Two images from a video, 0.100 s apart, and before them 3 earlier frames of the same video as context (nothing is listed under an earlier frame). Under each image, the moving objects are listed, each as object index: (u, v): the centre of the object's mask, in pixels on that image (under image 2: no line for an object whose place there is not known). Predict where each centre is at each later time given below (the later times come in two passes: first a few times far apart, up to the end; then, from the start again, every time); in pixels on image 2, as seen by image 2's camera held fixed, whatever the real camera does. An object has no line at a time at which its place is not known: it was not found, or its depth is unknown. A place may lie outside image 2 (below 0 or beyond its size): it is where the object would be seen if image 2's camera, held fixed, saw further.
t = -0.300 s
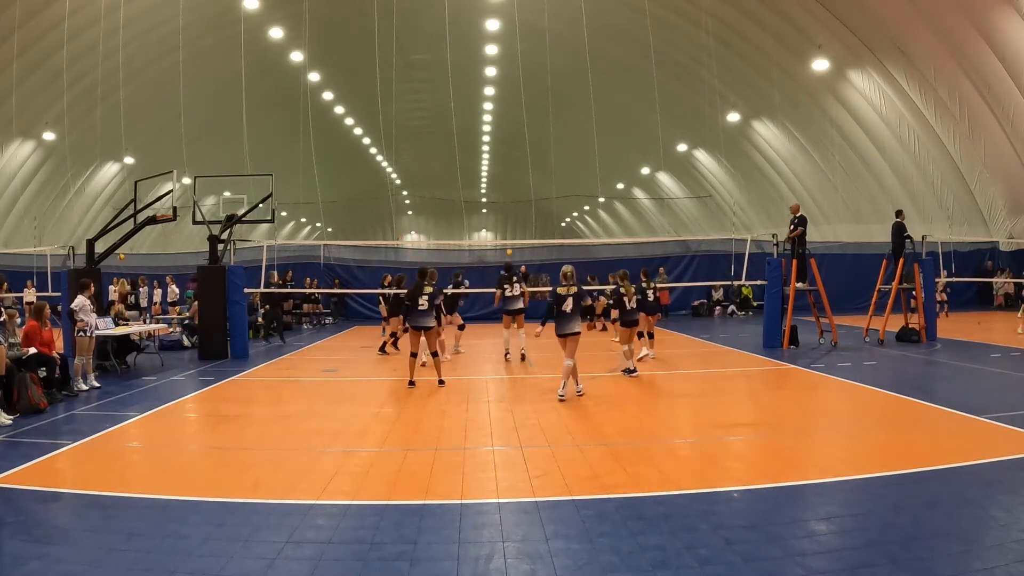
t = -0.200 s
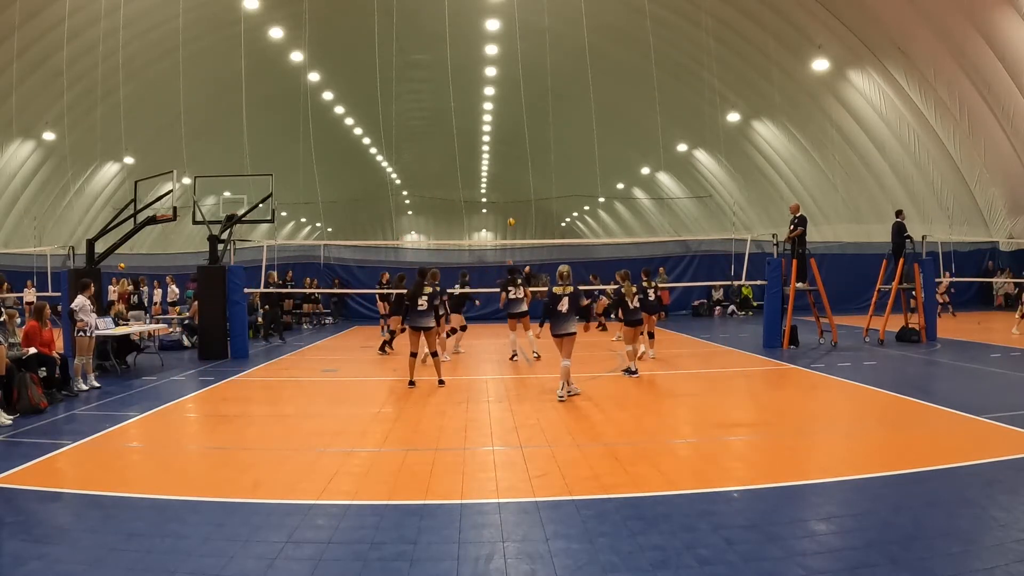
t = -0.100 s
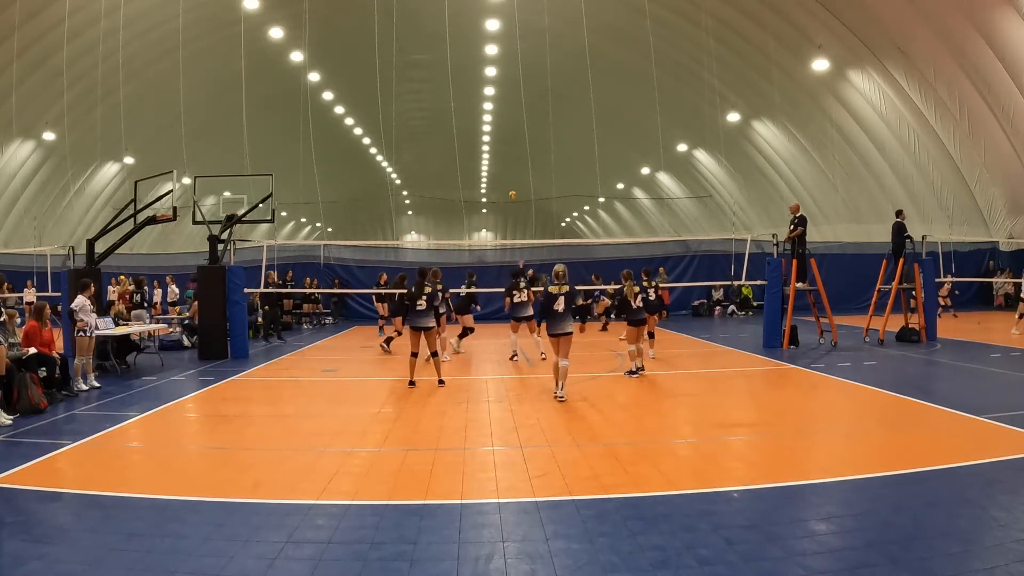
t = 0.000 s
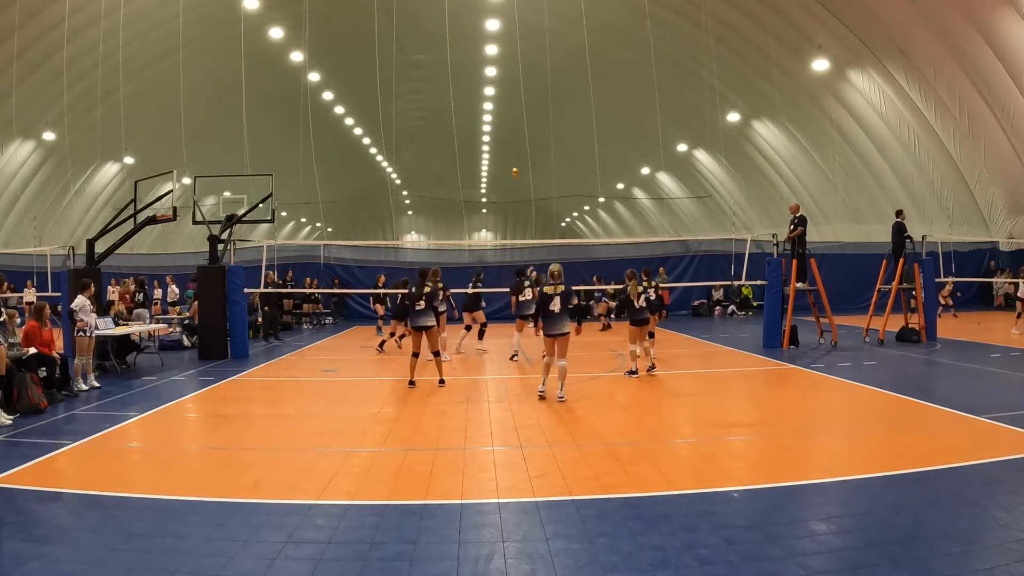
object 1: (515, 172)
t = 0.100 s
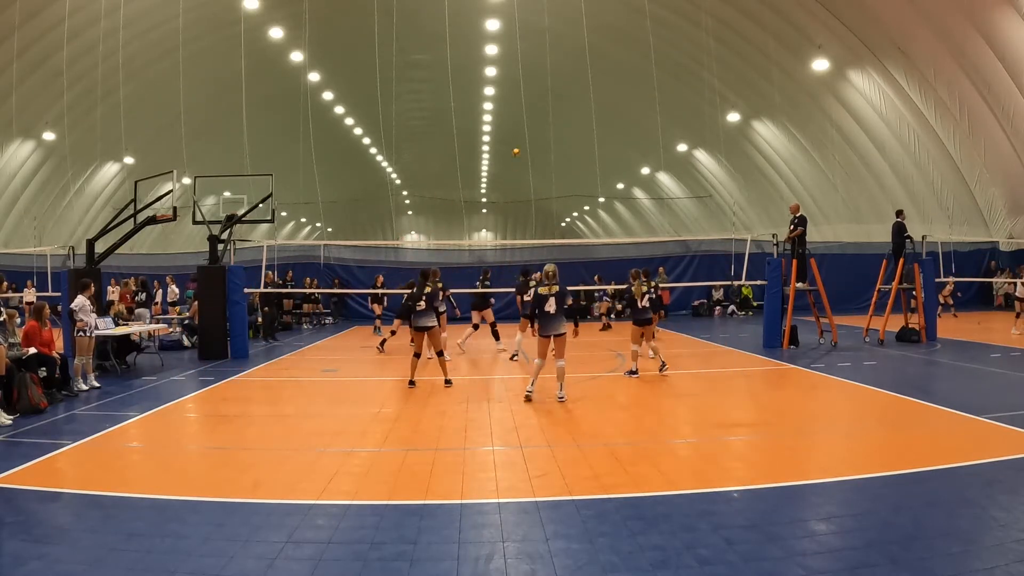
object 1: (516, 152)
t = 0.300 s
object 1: (520, 124)
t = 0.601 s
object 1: (525, 107)
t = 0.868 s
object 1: (531, 116)
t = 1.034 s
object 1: (534, 134)
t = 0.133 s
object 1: (517, 146)
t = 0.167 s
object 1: (517, 141)
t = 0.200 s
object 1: (518, 136)
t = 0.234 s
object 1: (518, 131)
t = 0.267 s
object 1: (519, 128)
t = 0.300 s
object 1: (520, 124)
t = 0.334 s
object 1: (520, 121)
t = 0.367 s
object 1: (521, 116)
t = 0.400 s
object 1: (522, 115)
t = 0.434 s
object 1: (522, 113)
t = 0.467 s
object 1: (523, 110)
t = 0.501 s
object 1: (523, 109)
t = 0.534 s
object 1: (524, 108)
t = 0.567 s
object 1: (525, 107)
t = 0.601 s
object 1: (525, 107)
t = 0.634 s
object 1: (526, 107)
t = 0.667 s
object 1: (527, 107)
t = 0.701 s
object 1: (527, 108)
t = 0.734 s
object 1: (528, 108)
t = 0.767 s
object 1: (529, 110)
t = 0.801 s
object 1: (529, 112)
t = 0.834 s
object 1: (530, 114)
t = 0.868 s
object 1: (531, 116)
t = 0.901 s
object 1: (532, 119)
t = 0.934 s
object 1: (532, 123)
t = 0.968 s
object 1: (533, 126)
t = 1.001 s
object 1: (534, 130)
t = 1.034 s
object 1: (534, 134)
